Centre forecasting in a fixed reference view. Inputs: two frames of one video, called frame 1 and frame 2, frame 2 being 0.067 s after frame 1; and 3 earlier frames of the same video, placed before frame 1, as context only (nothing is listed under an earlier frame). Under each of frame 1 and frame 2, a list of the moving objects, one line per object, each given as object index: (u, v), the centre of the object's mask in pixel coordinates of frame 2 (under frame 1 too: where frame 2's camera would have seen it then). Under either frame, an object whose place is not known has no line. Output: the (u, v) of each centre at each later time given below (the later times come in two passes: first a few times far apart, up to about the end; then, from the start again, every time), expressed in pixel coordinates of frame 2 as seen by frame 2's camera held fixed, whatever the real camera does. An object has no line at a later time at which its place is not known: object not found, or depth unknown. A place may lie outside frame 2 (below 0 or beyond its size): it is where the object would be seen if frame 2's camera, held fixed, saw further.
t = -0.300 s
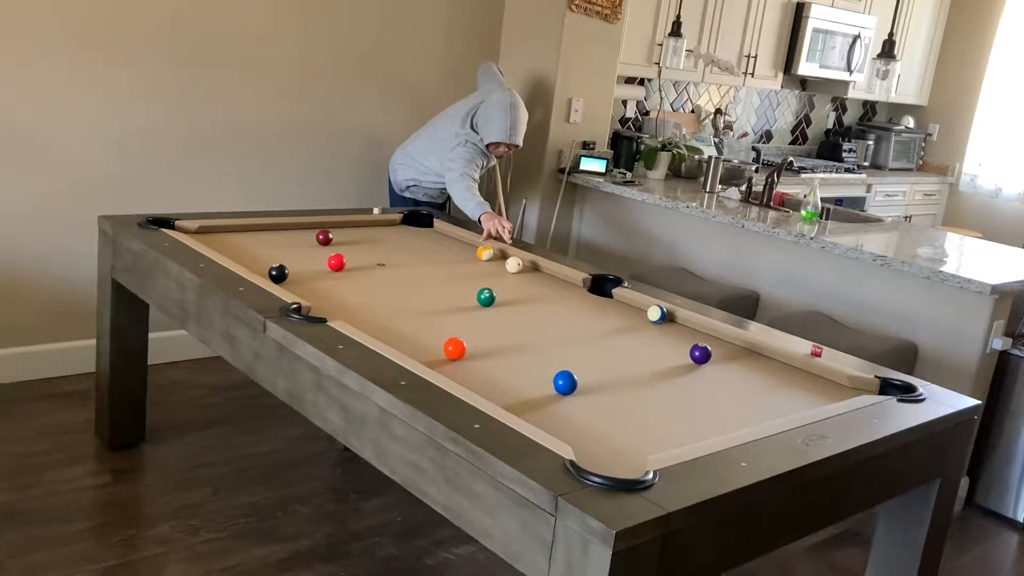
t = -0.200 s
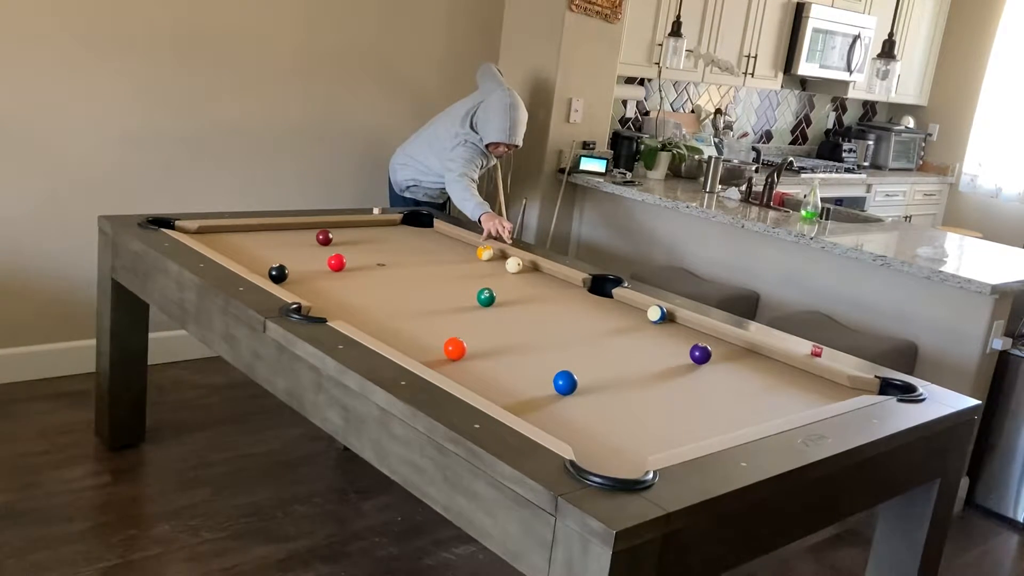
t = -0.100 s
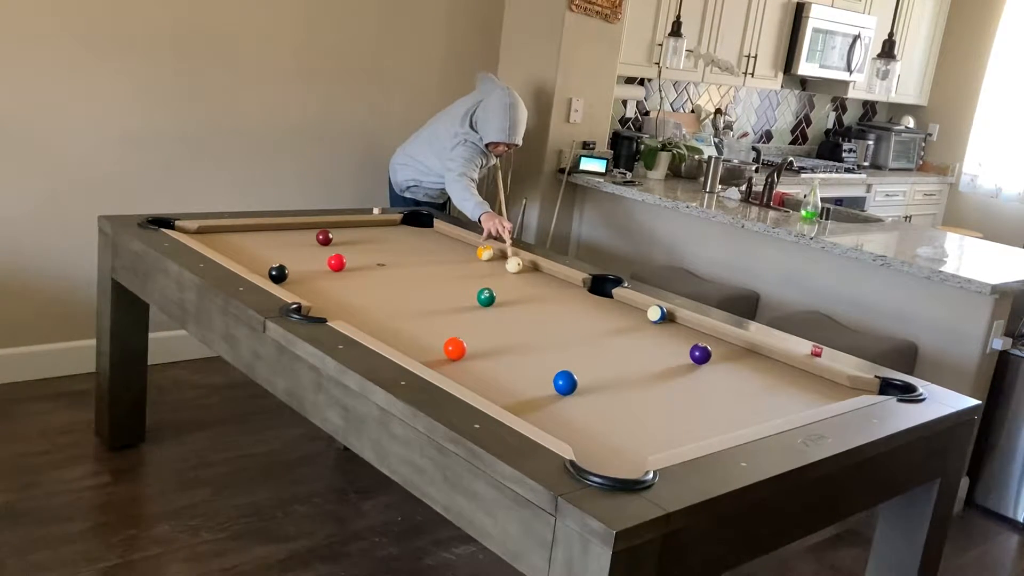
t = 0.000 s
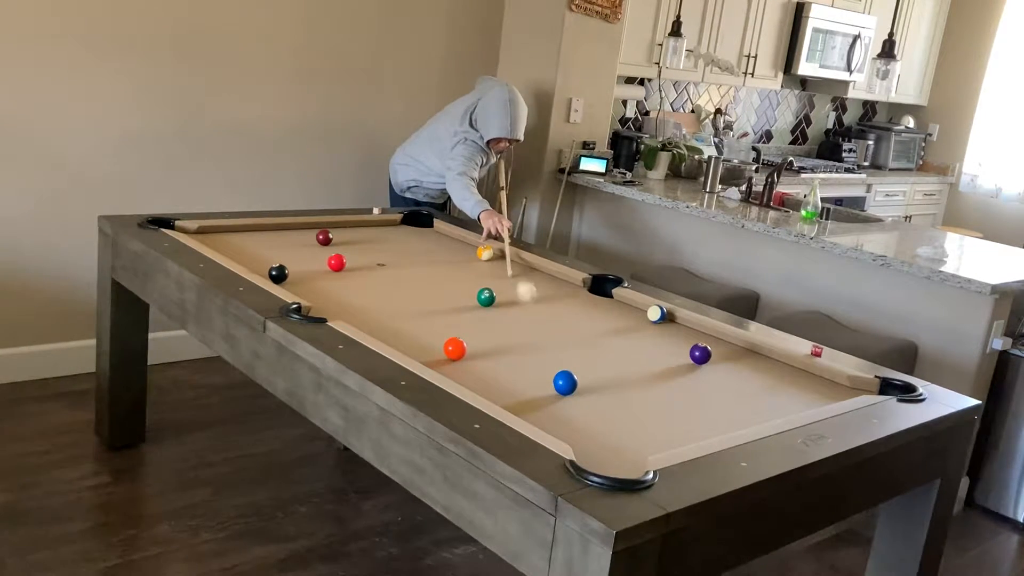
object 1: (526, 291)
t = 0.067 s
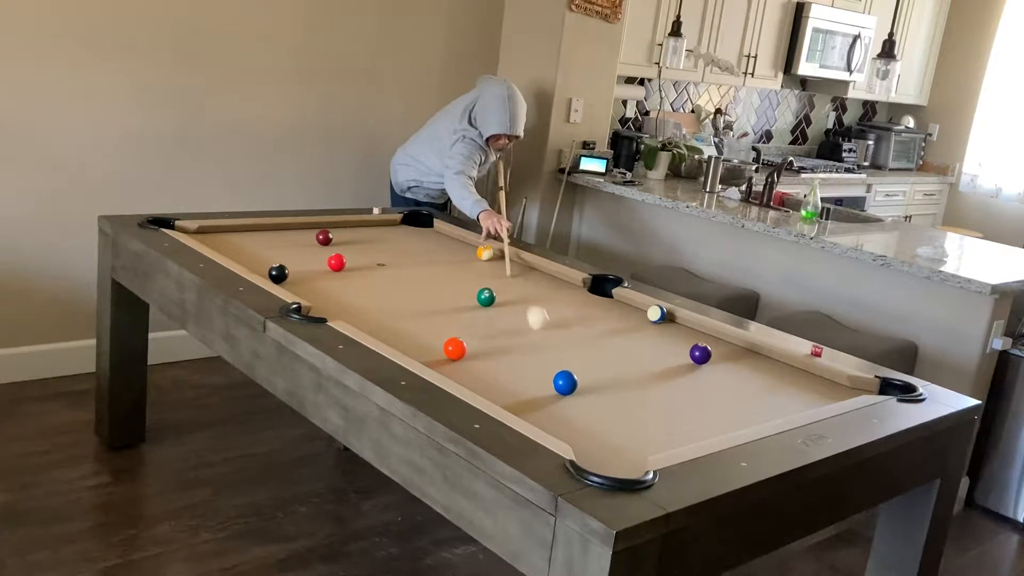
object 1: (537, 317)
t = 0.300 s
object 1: (552, 372)
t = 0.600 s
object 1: (527, 366)
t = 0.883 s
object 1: (506, 361)
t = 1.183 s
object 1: (487, 356)
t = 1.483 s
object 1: (475, 353)
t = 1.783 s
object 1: (474, 352)
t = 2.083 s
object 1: (474, 352)
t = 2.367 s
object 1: (474, 352)
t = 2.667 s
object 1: (474, 352)
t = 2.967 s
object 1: (474, 352)
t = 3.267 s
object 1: (474, 352)
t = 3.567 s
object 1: (474, 352)
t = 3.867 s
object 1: (474, 352)
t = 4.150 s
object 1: (474, 352)
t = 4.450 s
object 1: (474, 352)
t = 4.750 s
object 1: (474, 352)
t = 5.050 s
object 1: (474, 352)
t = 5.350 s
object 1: (474, 352)
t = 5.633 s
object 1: (474, 352)
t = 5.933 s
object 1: (474, 352)
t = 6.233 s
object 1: (474, 352)
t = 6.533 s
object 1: (474, 352)
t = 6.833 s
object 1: (474, 352)
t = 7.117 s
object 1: (474, 352)
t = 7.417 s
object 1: (474, 352)
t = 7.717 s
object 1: (474, 352)
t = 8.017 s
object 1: (474, 352)
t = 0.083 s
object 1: (540, 323)
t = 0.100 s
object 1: (543, 330)
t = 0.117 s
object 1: (546, 338)
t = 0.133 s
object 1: (550, 346)
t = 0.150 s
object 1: (553, 353)
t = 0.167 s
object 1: (557, 361)
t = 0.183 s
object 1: (559, 366)
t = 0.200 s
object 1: (560, 372)
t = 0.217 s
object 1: (560, 374)
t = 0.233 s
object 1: (558, 374)
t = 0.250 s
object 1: (556, 373)
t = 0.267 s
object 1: (555, 373)
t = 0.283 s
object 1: (554, 372)
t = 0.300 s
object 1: (552, 372)
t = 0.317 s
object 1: (550, 372)
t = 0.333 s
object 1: (549, 371)
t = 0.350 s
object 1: (547, 371)
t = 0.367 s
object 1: (546, 371)
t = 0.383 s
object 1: (545, 370)
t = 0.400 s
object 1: (543, 370)
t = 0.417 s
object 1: (542, 370)
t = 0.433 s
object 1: (540, 369)
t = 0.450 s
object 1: (539, 369)
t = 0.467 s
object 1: (538, 369)
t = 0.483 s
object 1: (536, 369)
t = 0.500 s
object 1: (535, 368)
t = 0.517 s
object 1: (534, 368)
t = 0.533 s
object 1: (532, 367)
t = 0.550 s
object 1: (530, 367)
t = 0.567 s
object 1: (529, 367)
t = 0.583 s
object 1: (528, 366)
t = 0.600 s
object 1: (527, 366)
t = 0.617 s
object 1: (525, 366)
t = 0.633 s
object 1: (524, 365)
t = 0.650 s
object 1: (523, 365)
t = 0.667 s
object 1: (521, 365)
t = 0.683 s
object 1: (520, 365)
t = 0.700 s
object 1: (519, 365)
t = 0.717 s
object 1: (518, 364)
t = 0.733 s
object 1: (516, 364)
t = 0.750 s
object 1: (515, 364)
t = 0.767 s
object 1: (514, 363)
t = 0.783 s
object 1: (513, 363)
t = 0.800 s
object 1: (512, 362)
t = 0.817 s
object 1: (510, 362)
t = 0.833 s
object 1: (509, 362)
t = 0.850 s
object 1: (508, 362)
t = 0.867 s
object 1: (507, 362)
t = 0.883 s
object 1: (506, 361)
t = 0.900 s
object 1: (505, 361)
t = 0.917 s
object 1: (504, 361)
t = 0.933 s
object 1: (503, 361)
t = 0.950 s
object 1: (501, 360)
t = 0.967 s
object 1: (500, 360)
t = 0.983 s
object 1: (499, 360)
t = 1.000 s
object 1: (498, 359)
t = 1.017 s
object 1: (497, 359)
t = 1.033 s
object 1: (496, 359)
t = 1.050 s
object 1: (495, 358)
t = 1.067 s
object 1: (493, 358)
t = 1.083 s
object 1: (492, 358)
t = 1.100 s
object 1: (491, 357)
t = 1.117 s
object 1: (491, 357)
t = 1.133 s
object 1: (490, 357)
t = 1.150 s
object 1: (489, 357)
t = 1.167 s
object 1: (488, 357)
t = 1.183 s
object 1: (487, 356)
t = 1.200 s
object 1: (486, 356)
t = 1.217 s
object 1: (485, 356)
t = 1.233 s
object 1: (484, 356)
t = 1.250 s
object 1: (483, 356)
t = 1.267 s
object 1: (482, 355)
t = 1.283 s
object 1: (481, 355)
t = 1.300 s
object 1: (480, 355)
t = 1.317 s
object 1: (480, 355)
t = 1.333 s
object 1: (479, 354)
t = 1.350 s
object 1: (478, 354)
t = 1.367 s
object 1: (477, 354)
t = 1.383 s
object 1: (476, 354)
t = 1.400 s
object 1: (476, 354)
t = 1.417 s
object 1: (476, 354)
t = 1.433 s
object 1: (476, 354)
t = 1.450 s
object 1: (476, 353)
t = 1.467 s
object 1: (476, 353)
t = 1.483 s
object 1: (475, 353)
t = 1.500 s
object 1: (475, 353)
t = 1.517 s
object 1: (475, 353)
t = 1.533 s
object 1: (475, 353)
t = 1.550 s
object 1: (475, 353)
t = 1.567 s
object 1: (475, 353)
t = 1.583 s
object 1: (475, 353)
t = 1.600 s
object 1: (475, 353)
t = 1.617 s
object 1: (475, 353)
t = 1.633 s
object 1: (475, 353)
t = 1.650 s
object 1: (475, 353)
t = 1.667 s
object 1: (475, 353)
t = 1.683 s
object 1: (474, 353)
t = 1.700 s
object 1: (474, 353)
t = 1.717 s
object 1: (474, 353)
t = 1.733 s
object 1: (474, 353)
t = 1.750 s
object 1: (474, 352)
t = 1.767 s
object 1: (474, 352)
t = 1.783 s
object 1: (474, 352)
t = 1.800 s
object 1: (474, 352)
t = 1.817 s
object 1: (474, 353)
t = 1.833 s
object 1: (474, 352)
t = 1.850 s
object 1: (474, 352)
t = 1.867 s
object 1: (474, 352)
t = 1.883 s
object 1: (474, 352)
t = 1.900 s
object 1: (474, 352)
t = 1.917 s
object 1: (474, 352)
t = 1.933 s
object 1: (474, 352)
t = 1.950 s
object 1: (474, 352)
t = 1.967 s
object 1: (474, 352)
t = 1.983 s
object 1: (474, 352)
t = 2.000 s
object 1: (474, 352)
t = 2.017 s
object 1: (474, 352)
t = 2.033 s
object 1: (474, 352)
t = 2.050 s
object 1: (474, 352)
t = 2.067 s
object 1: (474, 352)
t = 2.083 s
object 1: (474, 352)
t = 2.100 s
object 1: (474, 352)
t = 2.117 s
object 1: (474, 352)
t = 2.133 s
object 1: (474, 352)
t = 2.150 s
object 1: (474, 352)
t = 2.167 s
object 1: (474, 352)
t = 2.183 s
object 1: (474, 352)
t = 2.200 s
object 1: (474, 352)
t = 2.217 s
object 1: (474, 352)
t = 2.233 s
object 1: (474, 352)
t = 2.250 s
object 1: (474, 352)
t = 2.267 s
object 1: (474, 352)
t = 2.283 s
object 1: (474, 352)
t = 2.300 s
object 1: (474, 352)
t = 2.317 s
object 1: (474, 352)
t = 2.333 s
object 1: (474, 352)
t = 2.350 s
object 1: (474, 352)
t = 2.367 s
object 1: (474, 352)
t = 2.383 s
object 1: (474, 352)
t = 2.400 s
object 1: (474, 352)
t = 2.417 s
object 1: (474, 352)
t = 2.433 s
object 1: (474, 352)
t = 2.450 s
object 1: (474, 352)
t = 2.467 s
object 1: (474, 352)
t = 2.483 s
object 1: (474, 352)
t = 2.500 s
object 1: (474, 352)
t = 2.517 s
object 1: (474, 352)
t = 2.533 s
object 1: (474, 352)
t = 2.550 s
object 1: (474, 352)
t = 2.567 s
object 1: (474, 352)
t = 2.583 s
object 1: (474, 352)
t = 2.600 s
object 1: (474, 352)
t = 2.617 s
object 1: (474, 352)
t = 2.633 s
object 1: (474, 352)
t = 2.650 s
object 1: (474, 352)
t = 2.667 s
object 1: (474, 352)
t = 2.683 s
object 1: (474, 352)
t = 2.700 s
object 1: (474, 352)
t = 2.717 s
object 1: (474, 352)
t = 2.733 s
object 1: (474, 352)
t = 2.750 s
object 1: (474, 352)
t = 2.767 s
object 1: (474, 352)
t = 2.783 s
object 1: (474, 352)
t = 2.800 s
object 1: (474, 352)
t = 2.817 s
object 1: (474, 352)
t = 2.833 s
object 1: (474, 352)
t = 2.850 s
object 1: (474, 352)
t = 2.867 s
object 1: (474, 352)
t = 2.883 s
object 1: (474, 352)
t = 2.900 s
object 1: (474, 352)
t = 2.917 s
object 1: (474, 352)
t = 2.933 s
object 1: (474, 352)
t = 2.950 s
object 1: (474, 352)
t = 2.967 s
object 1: (474, 352)
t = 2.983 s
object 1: (474, 352)
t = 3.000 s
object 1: (474, 352)
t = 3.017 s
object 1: (474, 352)
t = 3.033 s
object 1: (474, 352)
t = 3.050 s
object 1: (474, 352)
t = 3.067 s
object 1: (474, 352)
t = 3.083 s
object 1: (474, 352)
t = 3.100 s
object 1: (474, 352)
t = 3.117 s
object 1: (474, 352)
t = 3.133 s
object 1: (474, 352)
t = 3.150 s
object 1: (474, 352)
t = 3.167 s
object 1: (474, 352)
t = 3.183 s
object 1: (474, 352)
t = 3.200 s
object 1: (474, 352)
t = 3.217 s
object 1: (474, 352)
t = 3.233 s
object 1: (474, 352)
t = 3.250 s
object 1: (474, 352)
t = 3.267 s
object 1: (474, 352)
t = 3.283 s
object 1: (474, 352)
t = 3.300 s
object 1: (474, 352)
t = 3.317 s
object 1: (474, 352)
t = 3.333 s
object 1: (474, 352)
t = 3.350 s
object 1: (474, 352)
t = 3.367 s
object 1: (474, 352)
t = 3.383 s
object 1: (474, 352)
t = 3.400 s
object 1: (474, 352)
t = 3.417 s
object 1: (474, 352)
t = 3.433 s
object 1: (474, 352)
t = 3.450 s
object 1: (474, 352)
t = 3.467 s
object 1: (474, 352)
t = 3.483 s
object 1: (474, 352)
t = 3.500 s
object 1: (474, 352)
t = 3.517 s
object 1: (474, 352)
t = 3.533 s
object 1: (474, 352)
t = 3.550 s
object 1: (474, 352)
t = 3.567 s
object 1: (474, 352)
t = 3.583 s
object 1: (474, 352)
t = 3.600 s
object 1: (474, 352)
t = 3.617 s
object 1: (474, 352)
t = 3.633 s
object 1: (474, 352)
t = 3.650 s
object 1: (474, 352)
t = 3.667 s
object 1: (474, 352)
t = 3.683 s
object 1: (474, 352)
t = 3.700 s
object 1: (474, 352)
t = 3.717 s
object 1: (474, 352)
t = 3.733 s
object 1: (474, 352)
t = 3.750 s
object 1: (474, 352)
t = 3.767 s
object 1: (474, 352)
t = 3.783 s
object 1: (474, 352)
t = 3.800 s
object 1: (474, 352)
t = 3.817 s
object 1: (474, 352)
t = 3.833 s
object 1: (474, 352)
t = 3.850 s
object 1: (474, 352)
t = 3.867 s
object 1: (474, 352)
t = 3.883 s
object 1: (474, 352)
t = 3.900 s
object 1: (474, 352)
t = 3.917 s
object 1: (474, 352)
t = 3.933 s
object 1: (474, 352)
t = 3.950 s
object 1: (474, 352)
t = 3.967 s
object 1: (474, 352)
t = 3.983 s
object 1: (474, 352)
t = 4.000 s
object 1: (474, 352)
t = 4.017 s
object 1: (474, 352)
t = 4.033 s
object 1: (474, 352)
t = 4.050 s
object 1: (474, 352)
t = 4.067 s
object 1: (474, 352)
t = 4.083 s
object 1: (474, 352)
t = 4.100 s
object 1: (474, 352)
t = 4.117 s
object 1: (474, 352)
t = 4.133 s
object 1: (474, 352)
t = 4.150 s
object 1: (474, 352)
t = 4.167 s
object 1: (474, 352)
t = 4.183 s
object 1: (474, 352)
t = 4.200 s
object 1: (474, 352)
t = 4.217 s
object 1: (474, 352)
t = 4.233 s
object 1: (474, 352)
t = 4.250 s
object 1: (474, 352)
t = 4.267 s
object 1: (474, 352)
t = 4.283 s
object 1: (474, 352)
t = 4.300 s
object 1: (474, 352)
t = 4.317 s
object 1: (474, 352)
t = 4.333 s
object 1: (474, 352)
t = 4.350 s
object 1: (474, 352)
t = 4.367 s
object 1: (474, 352)
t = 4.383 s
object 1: (474, 352)
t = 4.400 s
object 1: (474, 352)
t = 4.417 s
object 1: (474, 352)
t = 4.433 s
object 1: (474, 352)
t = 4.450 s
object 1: (474, 352)
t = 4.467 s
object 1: (474, 352)
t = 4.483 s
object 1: (474, 352)
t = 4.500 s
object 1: (474, 352)
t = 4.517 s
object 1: (474, 352)
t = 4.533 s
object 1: (474, 352)
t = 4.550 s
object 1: (474, 352)
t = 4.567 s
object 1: (474, 352)
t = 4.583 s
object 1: (474, 352)
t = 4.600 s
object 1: (474, 352)
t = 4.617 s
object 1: (474, 352)
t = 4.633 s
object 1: (474, 352)
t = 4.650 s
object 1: (474, 352)
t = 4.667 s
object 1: (474, 352)
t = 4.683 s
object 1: (474, 352)
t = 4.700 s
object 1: (474, 352)
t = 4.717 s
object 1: (474, 352)
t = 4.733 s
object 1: (474, 352)
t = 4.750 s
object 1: (474, 352)
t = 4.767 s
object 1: (474, 352)
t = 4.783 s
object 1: (474, 352)
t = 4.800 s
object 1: (474, 352)
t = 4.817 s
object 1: (474, 352)
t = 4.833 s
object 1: (474, 352)
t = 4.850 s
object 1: (474, 352)
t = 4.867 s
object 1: (474, 352)
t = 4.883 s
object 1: (474, 352)
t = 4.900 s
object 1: (474, 352)
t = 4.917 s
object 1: (474, 352)
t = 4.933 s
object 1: (474, 352)
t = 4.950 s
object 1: (474, 352)
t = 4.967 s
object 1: (474, 352)
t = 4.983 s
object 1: (474, 352)
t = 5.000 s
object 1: (474, 352)
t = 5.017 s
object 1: (474, 352)
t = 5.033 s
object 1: (474, 352)
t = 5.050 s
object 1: (474, 352)
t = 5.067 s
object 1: (474, 352)
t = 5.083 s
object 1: (474, 352)
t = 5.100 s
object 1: (474, 352)
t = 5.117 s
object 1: (474, 352)
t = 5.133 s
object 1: (474, 352)
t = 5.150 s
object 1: (474, 352)
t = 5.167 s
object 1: (474, 352)
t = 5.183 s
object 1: (474, 352)
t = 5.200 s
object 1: (474, 352)
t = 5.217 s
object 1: (474, 352)
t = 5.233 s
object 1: (474, 352)
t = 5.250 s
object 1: (474, 352)
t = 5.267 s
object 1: (474, 352)
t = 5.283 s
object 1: (474, 352)
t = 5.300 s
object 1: (474, 352)
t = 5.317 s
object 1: (474, 352)
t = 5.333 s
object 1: (474, 352)
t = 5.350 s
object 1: (474, 352)
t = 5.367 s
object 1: (474, 352)
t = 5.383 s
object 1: (474, 352)
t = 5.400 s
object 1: (474, 352)
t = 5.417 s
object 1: (474, 352)
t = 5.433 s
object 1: (474, 352)
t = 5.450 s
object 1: (474, 352)
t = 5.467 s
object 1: (474, 352)
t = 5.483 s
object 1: (474, 352)
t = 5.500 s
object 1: (474, 352)
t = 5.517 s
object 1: (474, 352)
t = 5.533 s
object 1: (474, 352)
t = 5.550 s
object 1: (474, 352)
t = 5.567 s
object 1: (474, 352)
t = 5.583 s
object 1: (474, 352)
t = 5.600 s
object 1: (474, 352)
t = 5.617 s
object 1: (474, 352)
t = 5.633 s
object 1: (474, 352)
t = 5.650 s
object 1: (474, 352)
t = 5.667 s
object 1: (474, 352)
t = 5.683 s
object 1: (474, 352)
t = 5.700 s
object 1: (474, 352)
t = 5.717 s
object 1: (474, 352)
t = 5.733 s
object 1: (474, 352)
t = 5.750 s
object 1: (474, 352)
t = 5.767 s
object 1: (474, 352)
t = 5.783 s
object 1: (474, 352)
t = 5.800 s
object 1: (474, 352)
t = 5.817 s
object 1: (474, 352)
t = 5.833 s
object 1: (474, 352)
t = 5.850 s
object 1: (474, 352)
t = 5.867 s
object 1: (474, 352)
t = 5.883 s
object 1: (474, 352)
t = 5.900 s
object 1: (474, 352)
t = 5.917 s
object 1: (474, 352)
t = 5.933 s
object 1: (474, 352)
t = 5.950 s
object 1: (474, 352)
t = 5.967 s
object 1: (474, 352)
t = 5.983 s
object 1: (474, 352)
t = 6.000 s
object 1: (474, 352)
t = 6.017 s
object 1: (474, 352)
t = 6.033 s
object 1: (474, 352)
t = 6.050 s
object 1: (474, 352)
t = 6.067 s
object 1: (474, 352)
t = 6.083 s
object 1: (474, 352)
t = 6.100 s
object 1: (474, 352)
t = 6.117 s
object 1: (474, 352)
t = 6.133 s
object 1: (474, 352)
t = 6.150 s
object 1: (474, 352)
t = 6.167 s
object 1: (474, 352)
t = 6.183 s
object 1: (474, 352)
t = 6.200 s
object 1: (474, 352)
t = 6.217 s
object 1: (474, 352)
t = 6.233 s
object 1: (474, 352)
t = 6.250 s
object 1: (474, 352)
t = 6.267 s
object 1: (474, 352)
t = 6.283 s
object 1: (474, 352)
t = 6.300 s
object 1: (474, 352)
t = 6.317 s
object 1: (474, 352)
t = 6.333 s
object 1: (474, 352)
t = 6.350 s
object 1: (474, 352)
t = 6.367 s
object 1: (474, 352)
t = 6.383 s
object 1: (474, 352)
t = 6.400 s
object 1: (474, 352)
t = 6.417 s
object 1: (474, 352)
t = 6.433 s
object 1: (474, 352)
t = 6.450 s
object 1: (474, 352)
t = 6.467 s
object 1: (474, 352)
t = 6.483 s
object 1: (474, 352)
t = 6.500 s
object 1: (474, 352)
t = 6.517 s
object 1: (474, 352)
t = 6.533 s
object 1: (474, 352)
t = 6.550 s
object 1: (474, 352)
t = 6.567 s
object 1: (474, 352)
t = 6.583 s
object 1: (474, 352)
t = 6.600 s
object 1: (474, 352)
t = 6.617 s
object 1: (474, 352)
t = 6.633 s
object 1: (474, 352)
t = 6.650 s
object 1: (474, 352)
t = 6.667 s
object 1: (474, 352)
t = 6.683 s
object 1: (474, 352)
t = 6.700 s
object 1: (474, 352)
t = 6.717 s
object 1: (474, 352)
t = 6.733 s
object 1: (474, 352)
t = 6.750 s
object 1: (474, 352)
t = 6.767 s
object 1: (474, 352)
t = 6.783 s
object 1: (474, 352)
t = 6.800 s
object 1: (474, 352)
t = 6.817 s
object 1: (474, 352)
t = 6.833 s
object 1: (474, 352)
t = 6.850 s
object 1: (474, 352)
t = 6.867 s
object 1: (474, 352)
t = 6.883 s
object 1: (474, 352)
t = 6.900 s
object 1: (474, 352)
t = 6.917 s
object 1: (474, 352)
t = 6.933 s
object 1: (474, 352)
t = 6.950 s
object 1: (474, 352)
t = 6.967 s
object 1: (474, 352)
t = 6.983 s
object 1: (474, 352)
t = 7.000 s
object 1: (474, 352)
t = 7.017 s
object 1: (474, 352)
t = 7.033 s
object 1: (474, 352)
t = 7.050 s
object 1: (474, 352)
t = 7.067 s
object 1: (474, 352)
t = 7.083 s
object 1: (474, 352)
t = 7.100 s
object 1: (474, 352)
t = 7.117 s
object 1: (474, 352)
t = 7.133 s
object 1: (474, 352)
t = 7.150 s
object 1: (474, 352)
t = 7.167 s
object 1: (474, 352)
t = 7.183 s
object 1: (474, 352)
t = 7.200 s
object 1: (474, 352)
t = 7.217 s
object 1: (474, 352)
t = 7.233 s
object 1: (474, 352)
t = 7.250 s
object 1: (474, 352)
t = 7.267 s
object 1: (474, 352)
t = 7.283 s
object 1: (474, 352)
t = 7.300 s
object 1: (474, 352)
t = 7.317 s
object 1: (474, 352)
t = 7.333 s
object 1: (474, 352)
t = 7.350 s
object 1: (474, 352)
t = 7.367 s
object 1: (474, 352)
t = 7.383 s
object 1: (474, 352)
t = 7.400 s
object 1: (474, 352)
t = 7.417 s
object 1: (474, 352)
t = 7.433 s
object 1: (474, 352)
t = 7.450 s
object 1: (474, 352)
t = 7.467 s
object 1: (474, 352)
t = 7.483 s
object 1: (474, 352)
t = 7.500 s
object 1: (474, 352)
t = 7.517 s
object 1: (474, 352)
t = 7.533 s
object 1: (474, 352)
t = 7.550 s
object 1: (474, 352)
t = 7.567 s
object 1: (474, 352)
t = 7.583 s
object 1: (474, 352)
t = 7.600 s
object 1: (474, 352)
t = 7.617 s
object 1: (474, 352)
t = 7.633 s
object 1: (474, 352)
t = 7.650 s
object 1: (474, 352)
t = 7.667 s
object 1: (474, 352)
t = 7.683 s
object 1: (474, 352)
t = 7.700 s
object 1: (474, 352)
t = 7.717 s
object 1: (474, 352)
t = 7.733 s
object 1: (474, 352)
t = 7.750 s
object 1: (474, 352)
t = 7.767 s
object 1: (474, 352)
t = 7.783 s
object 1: (474, 352)
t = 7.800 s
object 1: (474, 352)
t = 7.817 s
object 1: (474, 352)
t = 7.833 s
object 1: (474, 352)
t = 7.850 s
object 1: (474, 352)
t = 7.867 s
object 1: (474, 352)
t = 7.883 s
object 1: (474, 352)
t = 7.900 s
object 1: (474, 352)
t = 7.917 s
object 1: (474, 352)
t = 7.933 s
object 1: (474, 352)
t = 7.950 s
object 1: (474, 352)
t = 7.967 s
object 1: (474, 352)
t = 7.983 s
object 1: (474, 352)
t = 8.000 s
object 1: (474, 352)
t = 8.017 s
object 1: (474, 352)
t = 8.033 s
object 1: (474, 352)
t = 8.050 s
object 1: (474, 352)
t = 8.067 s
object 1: (474, 352)
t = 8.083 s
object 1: (474, 352)
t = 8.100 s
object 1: (474, 352)
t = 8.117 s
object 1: (474, 352)
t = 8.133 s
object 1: (474, 352)
